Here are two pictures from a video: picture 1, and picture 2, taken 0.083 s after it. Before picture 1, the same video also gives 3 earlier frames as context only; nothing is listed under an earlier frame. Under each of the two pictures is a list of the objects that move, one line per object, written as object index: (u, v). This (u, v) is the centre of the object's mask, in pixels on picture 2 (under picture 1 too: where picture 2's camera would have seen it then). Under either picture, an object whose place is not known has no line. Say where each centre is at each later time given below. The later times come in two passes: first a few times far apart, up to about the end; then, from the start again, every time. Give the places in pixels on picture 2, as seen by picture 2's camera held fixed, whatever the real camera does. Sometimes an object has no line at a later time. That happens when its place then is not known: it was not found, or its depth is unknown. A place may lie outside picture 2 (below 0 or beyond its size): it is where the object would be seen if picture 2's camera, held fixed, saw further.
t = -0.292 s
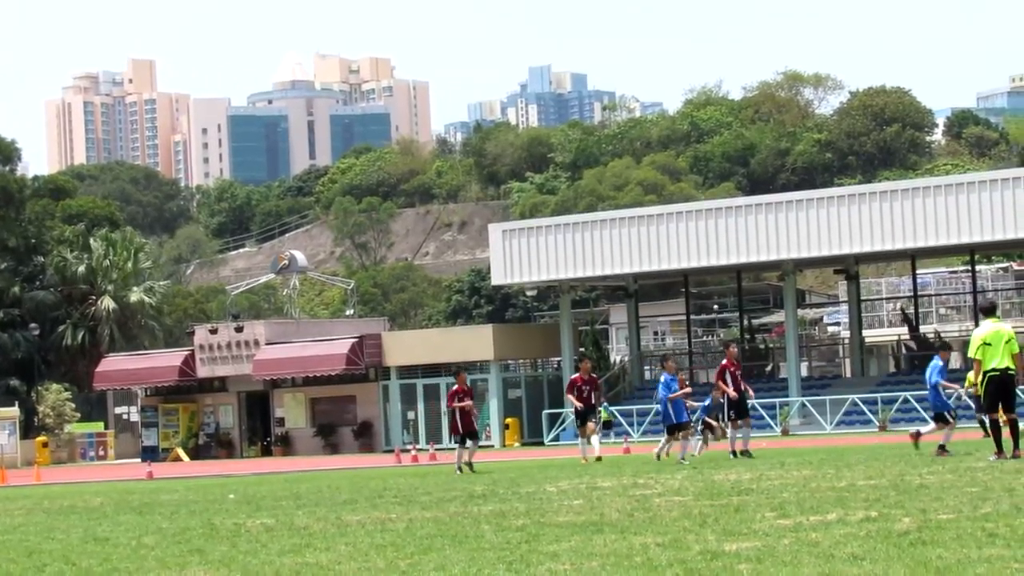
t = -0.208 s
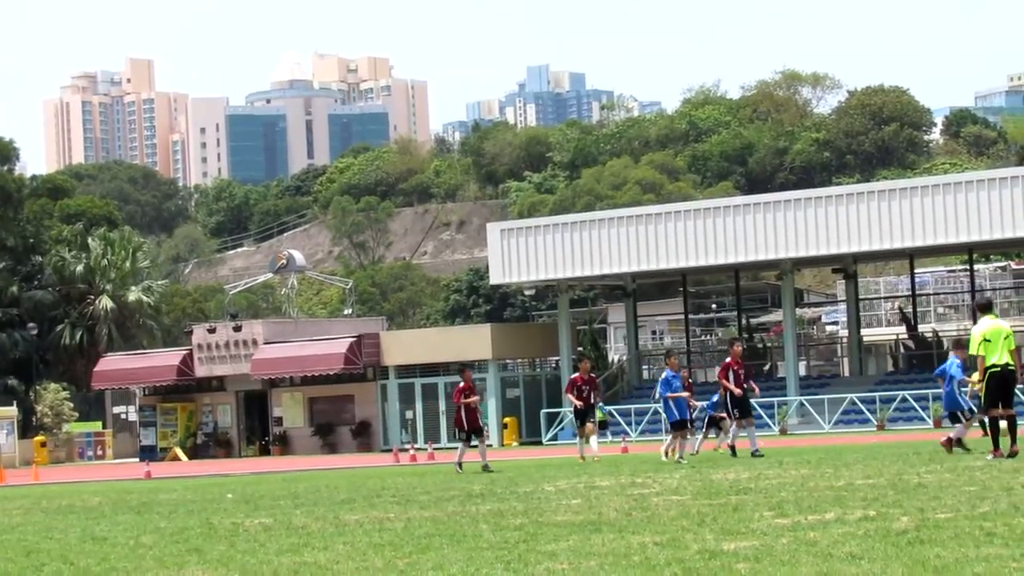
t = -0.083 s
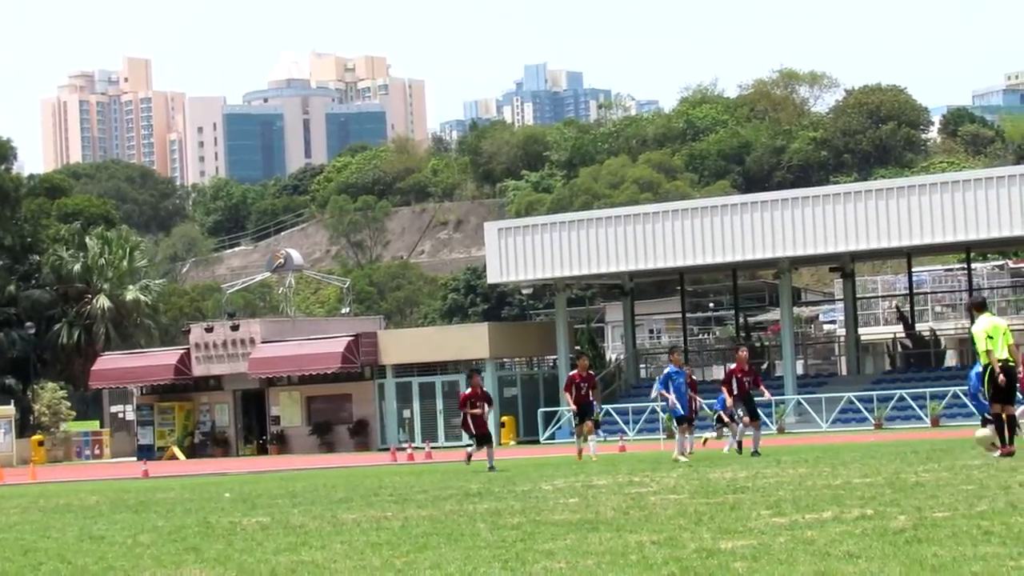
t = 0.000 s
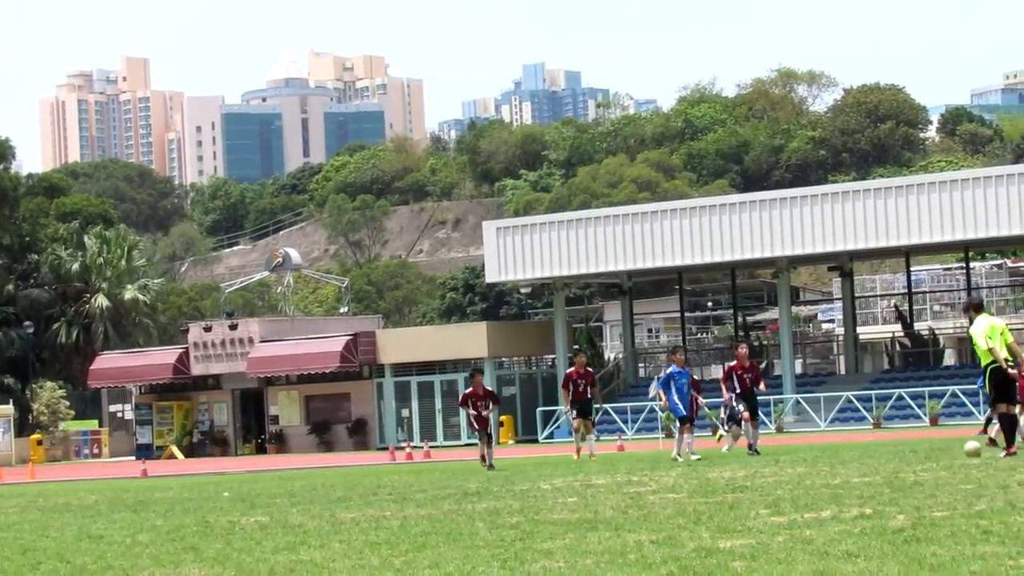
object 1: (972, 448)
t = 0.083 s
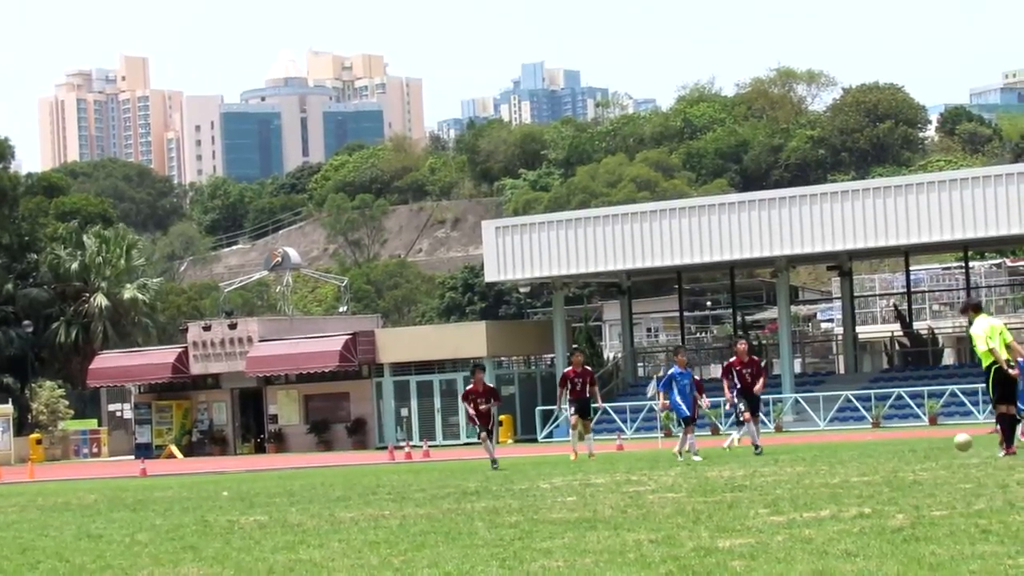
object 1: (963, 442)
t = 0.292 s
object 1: (943, 451)
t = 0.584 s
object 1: (916, 459)
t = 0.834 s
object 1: (894, 462)
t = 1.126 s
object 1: (863, 470)
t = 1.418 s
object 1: (830, 475)
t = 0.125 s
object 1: (958, 440)
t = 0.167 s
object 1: (955, 440)
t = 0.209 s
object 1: (951, 442)
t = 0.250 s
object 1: (946, 446)
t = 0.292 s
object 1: (943, 451)
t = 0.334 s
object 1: (940, 453)
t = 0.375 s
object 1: (935, 450)
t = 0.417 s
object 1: (930, 448)
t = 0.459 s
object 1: (927, 448)
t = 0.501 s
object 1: (923, 450)
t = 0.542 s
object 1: (920, 454)
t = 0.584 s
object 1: (916, 459)
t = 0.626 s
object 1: (912, 459)
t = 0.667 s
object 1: (908, 458)
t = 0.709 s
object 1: (905, 459)
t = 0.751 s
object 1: (901, 462)
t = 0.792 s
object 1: (898, 463)
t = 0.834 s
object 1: (894, 462)
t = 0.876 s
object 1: (890, 463)
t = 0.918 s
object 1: (886, 465)
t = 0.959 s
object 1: (881, 465)
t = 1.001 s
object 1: (877, 463)
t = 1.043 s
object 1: (872, 463)
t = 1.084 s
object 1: (868, 466)
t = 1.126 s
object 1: (863, 470)
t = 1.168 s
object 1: (859, 471)
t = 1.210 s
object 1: (853, 469)
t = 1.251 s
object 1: (848, 468)
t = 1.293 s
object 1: (843, 470)
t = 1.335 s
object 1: (839, 473)
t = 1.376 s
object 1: (834, 476)
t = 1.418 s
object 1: (830, 475)
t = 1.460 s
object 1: (825, 476)
